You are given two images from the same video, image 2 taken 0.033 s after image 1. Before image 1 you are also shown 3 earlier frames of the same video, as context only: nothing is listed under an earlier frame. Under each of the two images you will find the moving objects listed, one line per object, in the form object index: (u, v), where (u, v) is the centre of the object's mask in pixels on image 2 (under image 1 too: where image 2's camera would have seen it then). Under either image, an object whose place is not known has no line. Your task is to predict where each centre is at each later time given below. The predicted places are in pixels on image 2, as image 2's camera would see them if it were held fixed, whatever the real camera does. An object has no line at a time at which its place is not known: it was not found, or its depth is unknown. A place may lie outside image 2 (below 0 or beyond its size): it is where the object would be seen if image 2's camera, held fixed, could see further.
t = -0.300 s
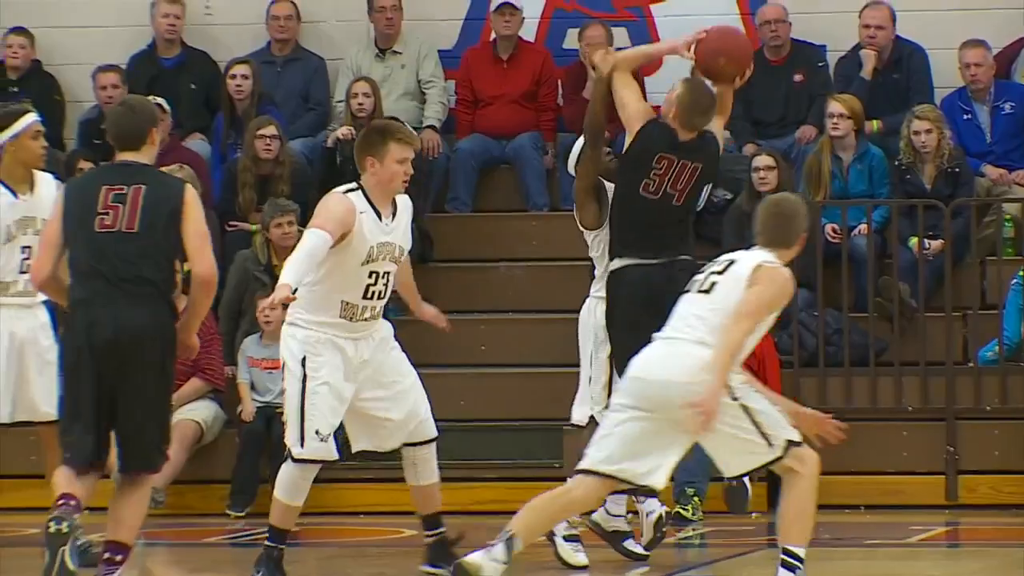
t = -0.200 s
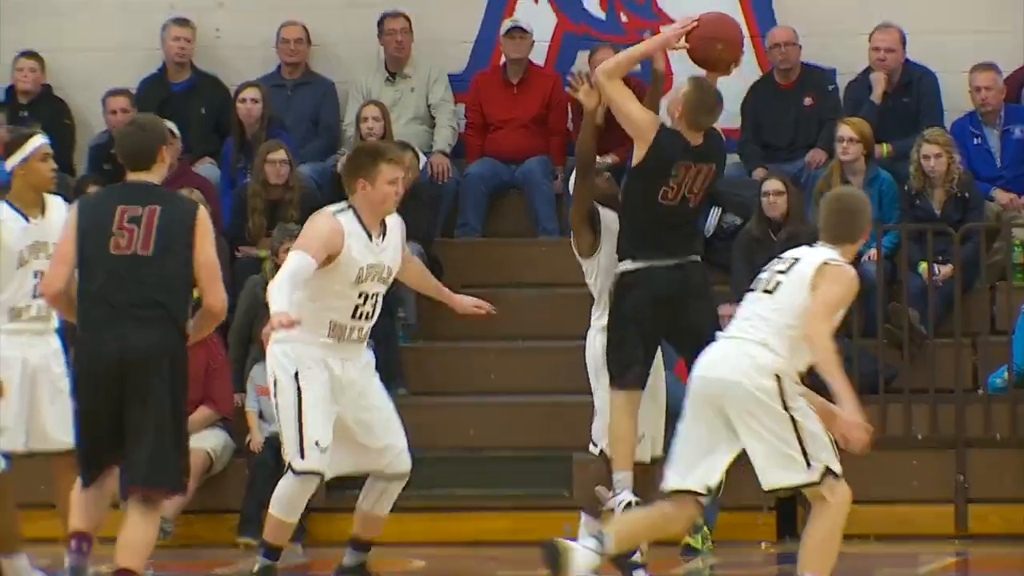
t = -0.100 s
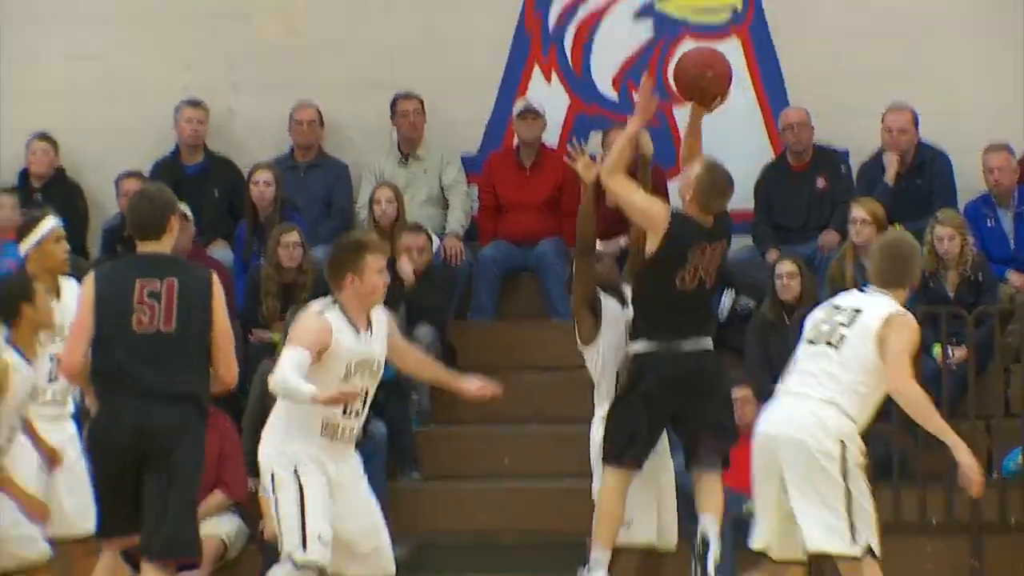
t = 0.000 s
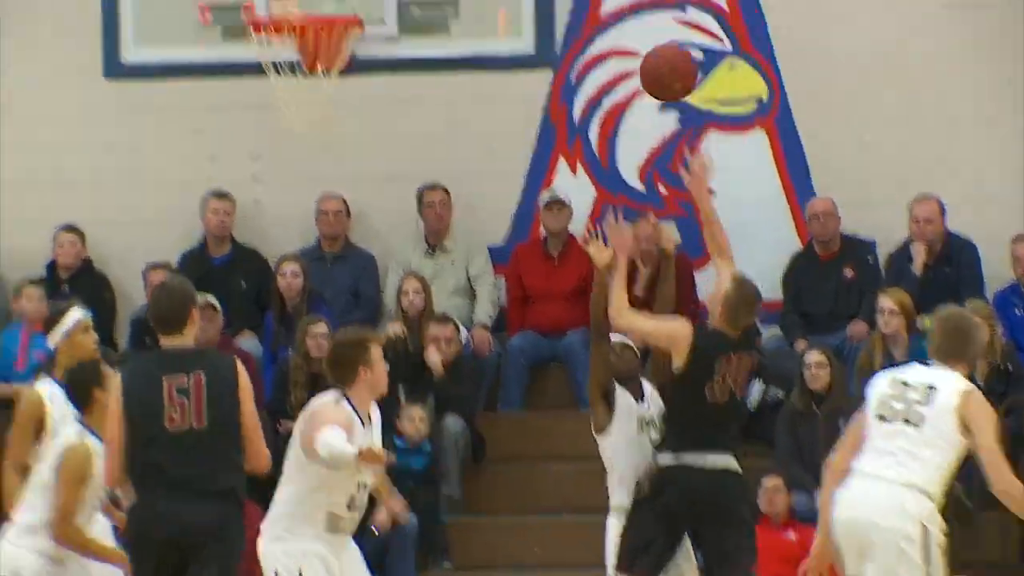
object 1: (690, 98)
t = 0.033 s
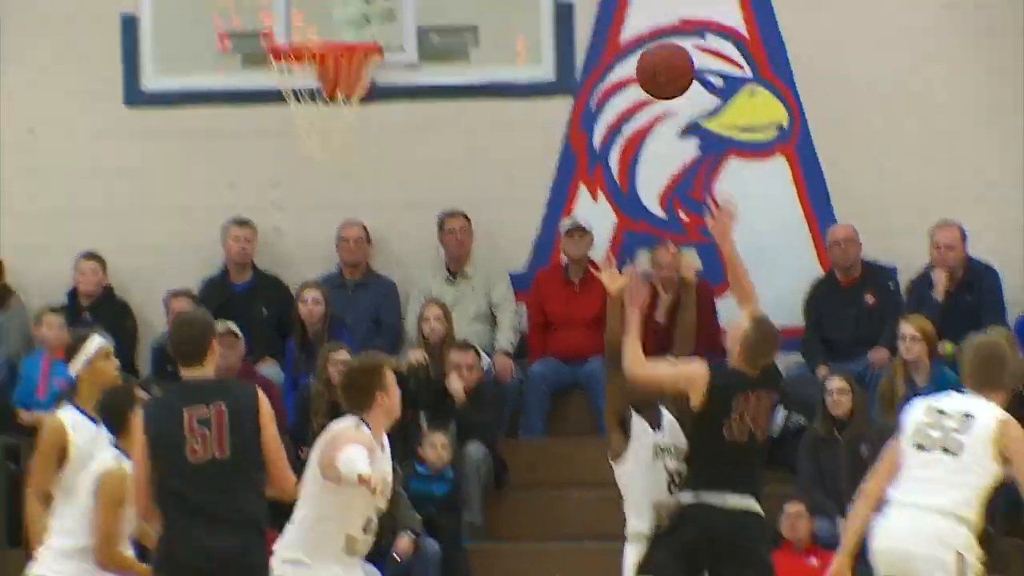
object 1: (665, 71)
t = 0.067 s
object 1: (642, 45)
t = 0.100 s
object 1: (617, 23)
